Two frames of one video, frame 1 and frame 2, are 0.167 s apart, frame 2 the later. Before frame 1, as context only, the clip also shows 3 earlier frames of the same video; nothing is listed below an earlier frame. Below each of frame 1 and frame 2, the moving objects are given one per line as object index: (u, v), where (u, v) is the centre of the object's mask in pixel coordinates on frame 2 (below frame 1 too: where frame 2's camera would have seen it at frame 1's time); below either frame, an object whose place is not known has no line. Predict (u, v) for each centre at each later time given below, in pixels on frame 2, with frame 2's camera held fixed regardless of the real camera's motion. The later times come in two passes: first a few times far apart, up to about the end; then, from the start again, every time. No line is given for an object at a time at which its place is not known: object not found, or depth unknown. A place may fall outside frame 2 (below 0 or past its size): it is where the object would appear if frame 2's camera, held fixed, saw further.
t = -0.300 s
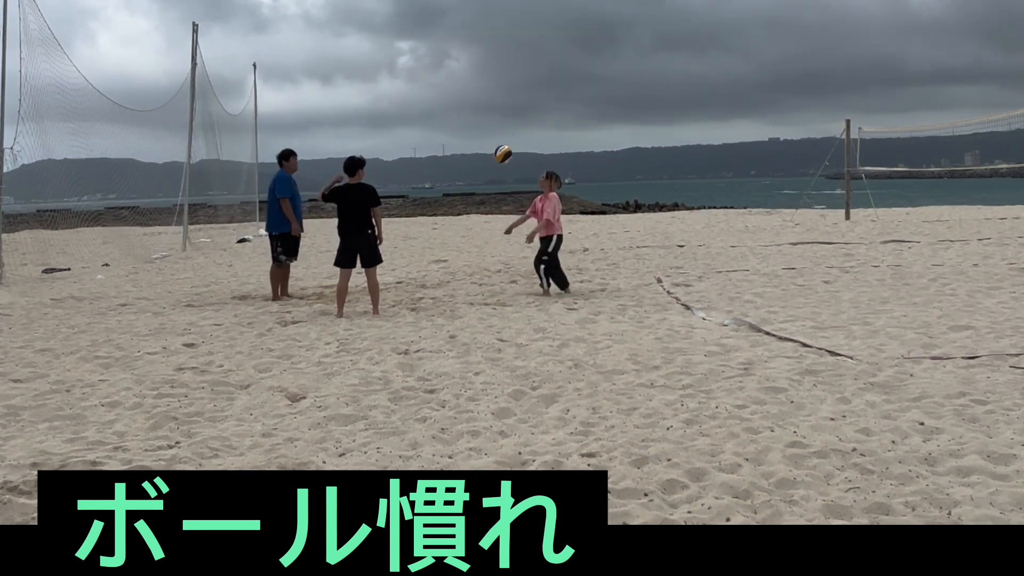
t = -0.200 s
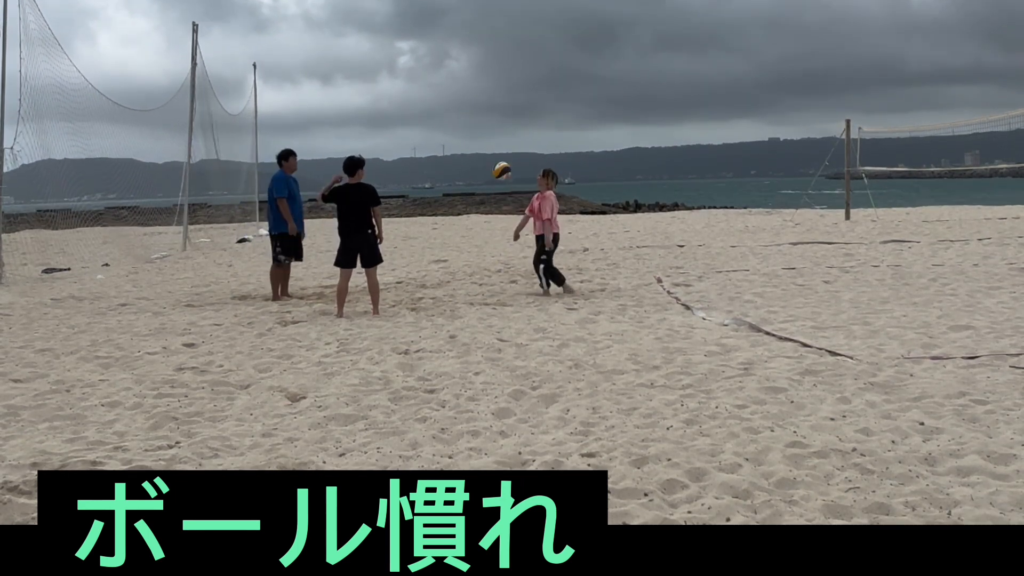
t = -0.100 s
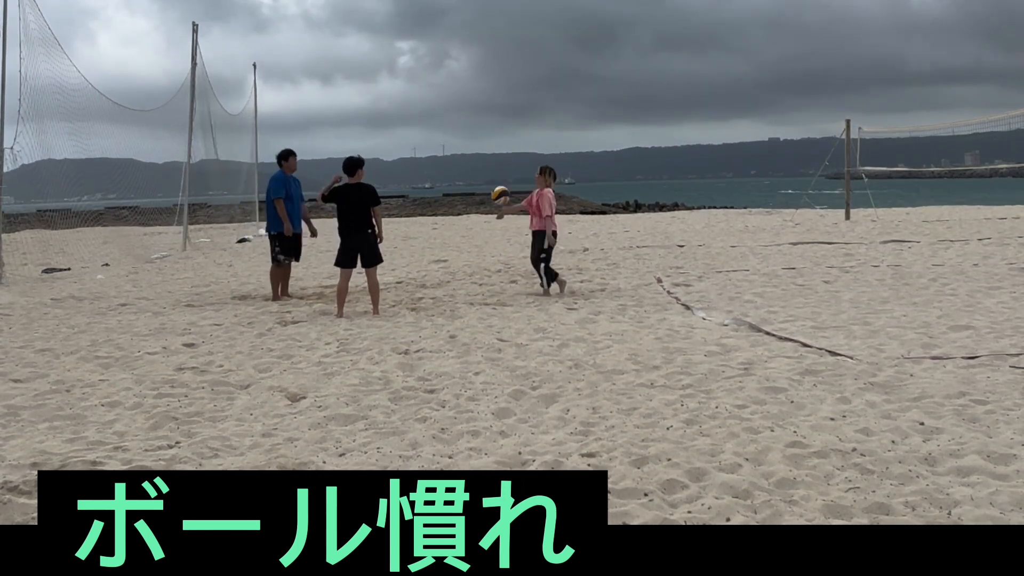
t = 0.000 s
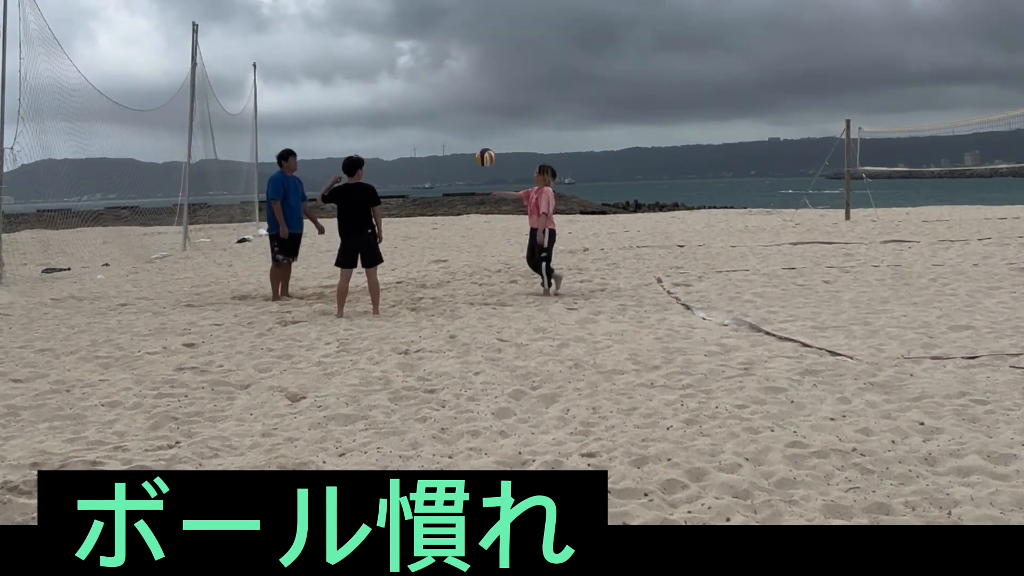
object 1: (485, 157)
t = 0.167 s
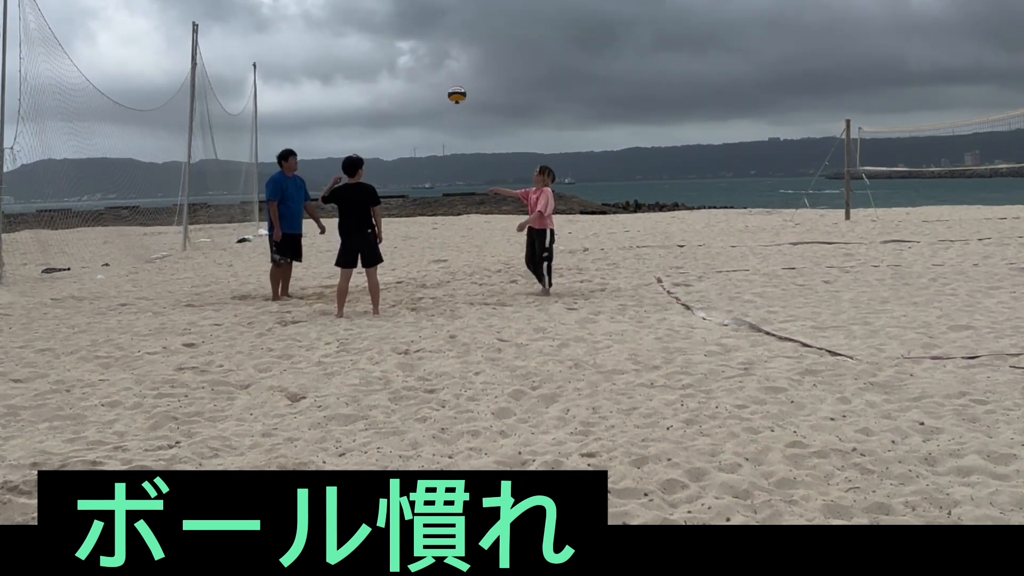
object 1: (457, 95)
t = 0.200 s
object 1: (451, 85)
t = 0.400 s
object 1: (420, 48)
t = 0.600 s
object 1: (390, 45)
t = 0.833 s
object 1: (358, 82)
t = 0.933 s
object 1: (345, 111)
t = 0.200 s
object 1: (451, 85)
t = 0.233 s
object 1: (447, 77)
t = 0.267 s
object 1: (441, 69)
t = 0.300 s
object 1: (436, 63)
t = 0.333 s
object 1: (431, 57)
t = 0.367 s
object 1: (425, 52)
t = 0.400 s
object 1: (420, 48)
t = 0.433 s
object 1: (415, 46)
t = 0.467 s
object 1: (410, 44)
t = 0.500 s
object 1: (405, 43)
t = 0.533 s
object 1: (400, 43)
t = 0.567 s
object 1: (395, 43)
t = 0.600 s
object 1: (390, 45)
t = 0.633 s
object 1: (385, 48)
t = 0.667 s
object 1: (381, 51)
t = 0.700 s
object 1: (376, 55)
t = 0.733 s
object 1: (371, 60)
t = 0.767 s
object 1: (367, 66)
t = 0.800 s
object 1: (362, 74)
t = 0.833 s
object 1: (358, 82)
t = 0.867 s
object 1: (354, 91)
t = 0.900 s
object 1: (349, 100)
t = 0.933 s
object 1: (345, 111)
